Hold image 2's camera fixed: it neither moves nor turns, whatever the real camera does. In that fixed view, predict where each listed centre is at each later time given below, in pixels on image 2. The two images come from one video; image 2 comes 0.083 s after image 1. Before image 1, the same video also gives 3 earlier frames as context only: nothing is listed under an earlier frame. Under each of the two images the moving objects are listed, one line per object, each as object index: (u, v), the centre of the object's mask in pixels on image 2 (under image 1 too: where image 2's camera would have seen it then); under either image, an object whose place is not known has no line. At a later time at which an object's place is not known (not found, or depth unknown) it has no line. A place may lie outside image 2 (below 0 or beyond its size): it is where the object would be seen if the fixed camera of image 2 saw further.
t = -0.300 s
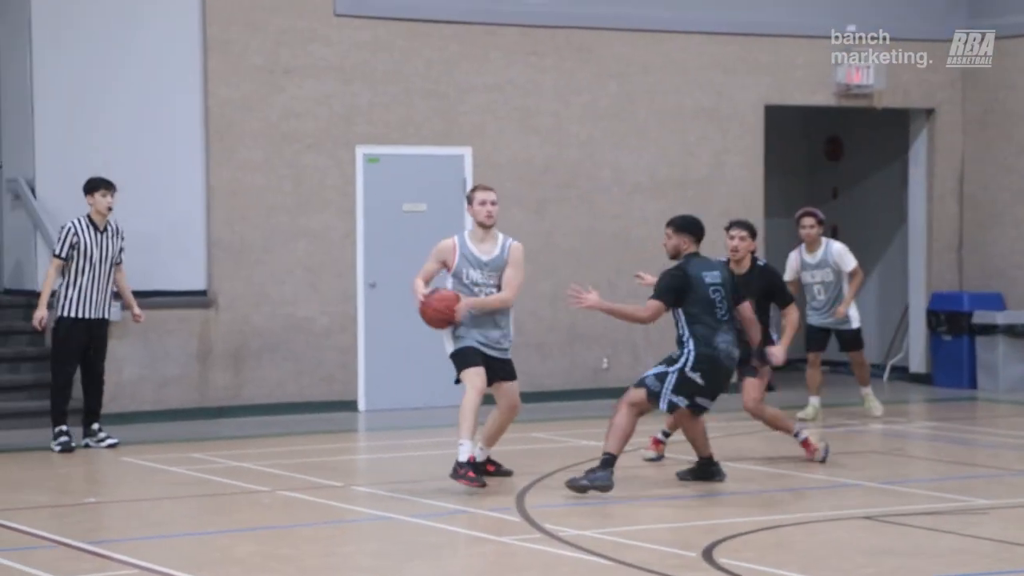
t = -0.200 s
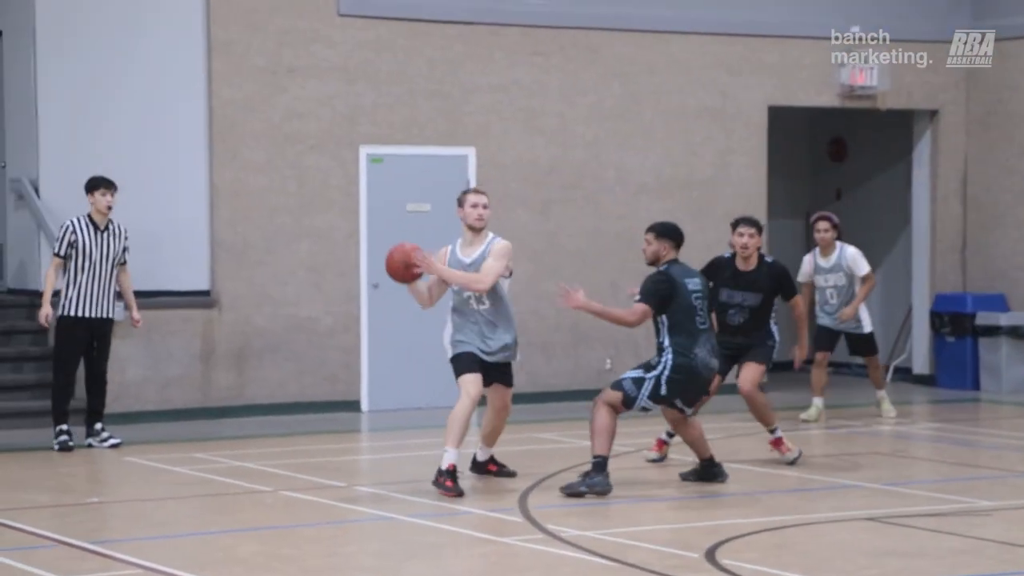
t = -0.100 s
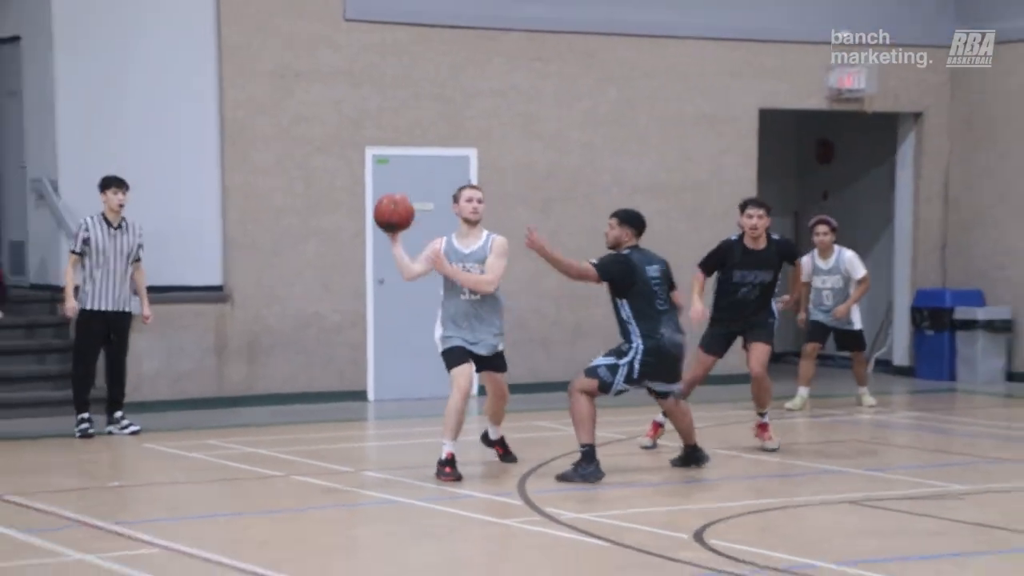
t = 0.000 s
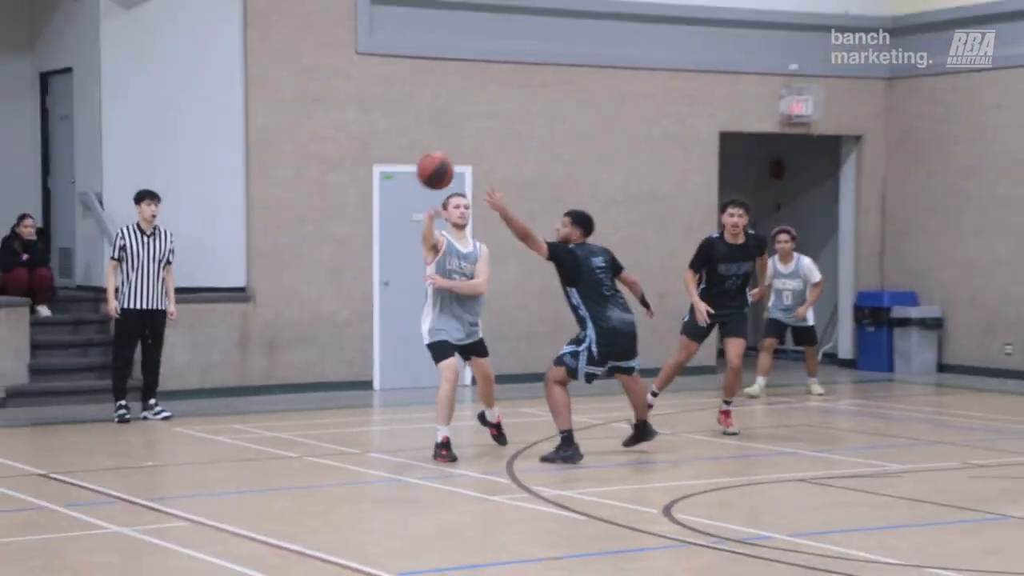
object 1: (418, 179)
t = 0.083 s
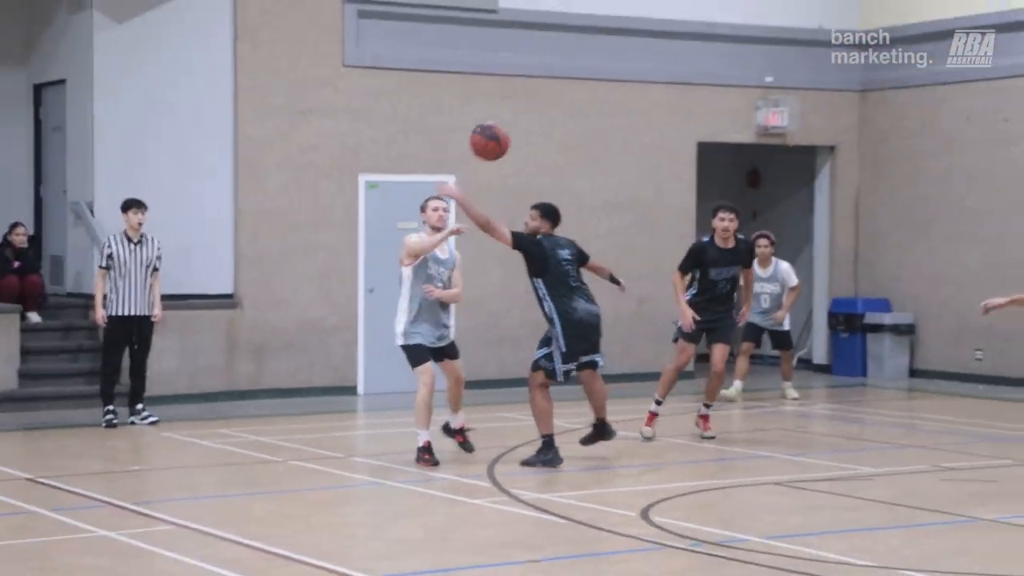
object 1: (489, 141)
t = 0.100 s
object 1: (505, 135)
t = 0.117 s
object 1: (522, 130)
